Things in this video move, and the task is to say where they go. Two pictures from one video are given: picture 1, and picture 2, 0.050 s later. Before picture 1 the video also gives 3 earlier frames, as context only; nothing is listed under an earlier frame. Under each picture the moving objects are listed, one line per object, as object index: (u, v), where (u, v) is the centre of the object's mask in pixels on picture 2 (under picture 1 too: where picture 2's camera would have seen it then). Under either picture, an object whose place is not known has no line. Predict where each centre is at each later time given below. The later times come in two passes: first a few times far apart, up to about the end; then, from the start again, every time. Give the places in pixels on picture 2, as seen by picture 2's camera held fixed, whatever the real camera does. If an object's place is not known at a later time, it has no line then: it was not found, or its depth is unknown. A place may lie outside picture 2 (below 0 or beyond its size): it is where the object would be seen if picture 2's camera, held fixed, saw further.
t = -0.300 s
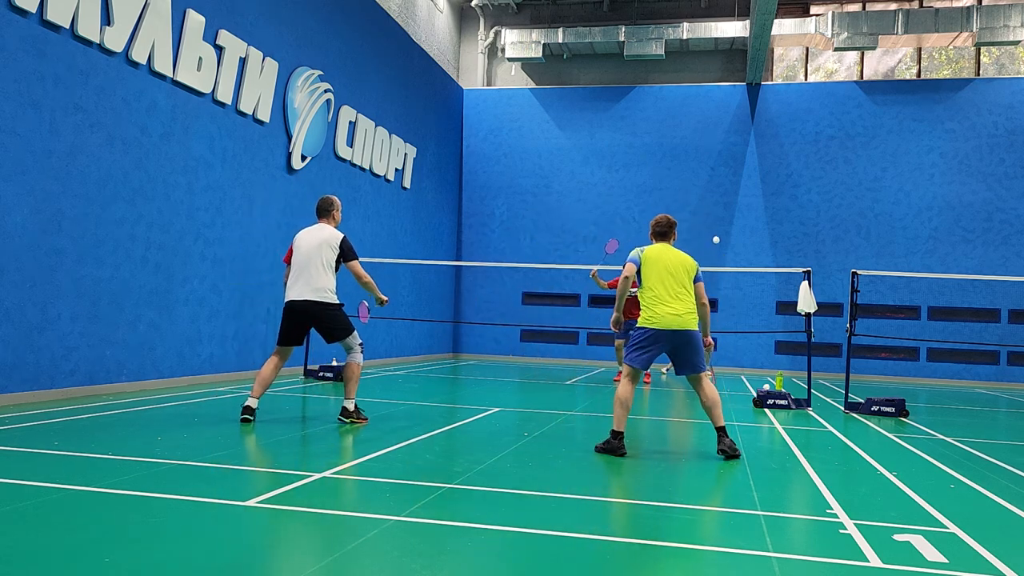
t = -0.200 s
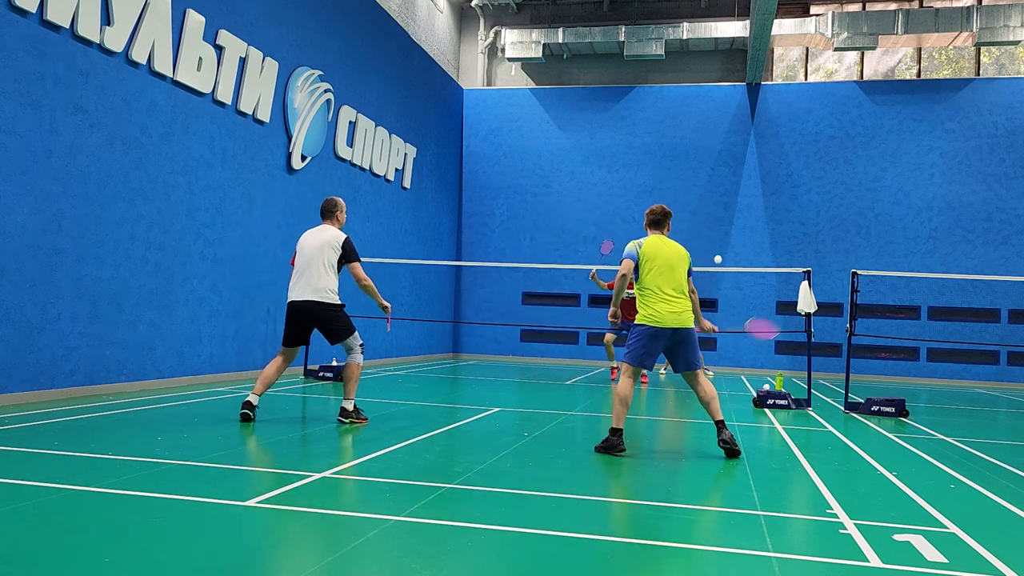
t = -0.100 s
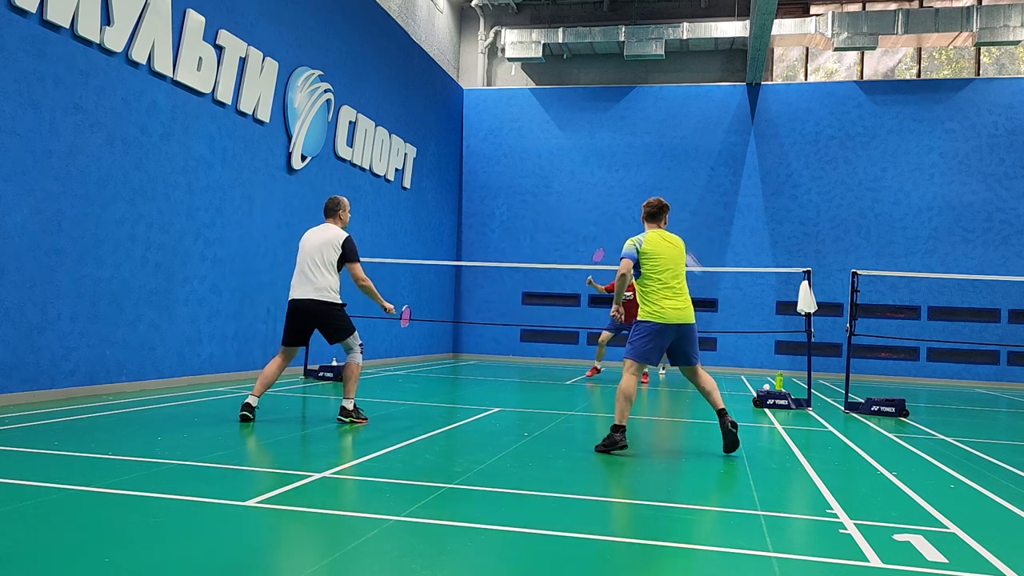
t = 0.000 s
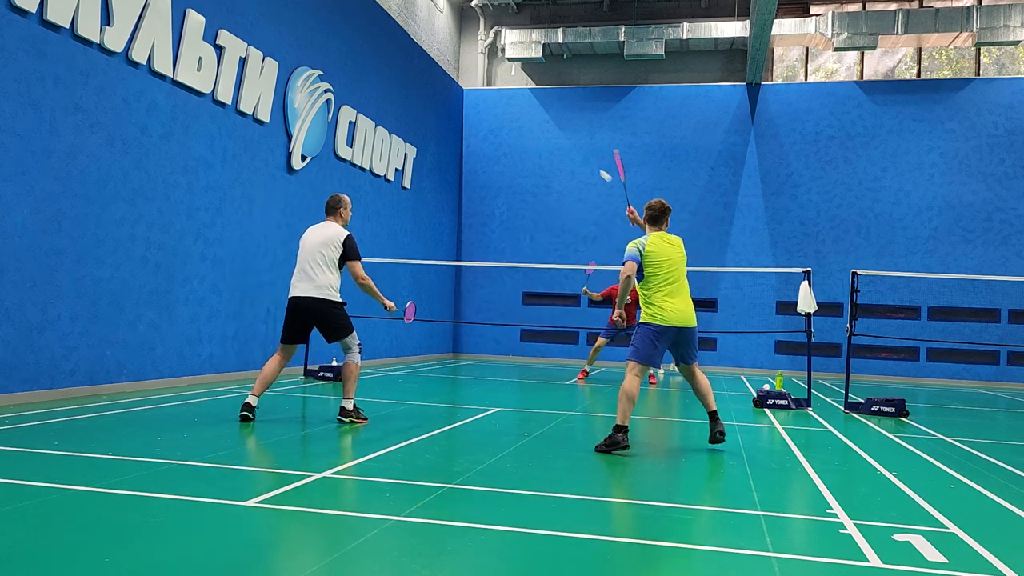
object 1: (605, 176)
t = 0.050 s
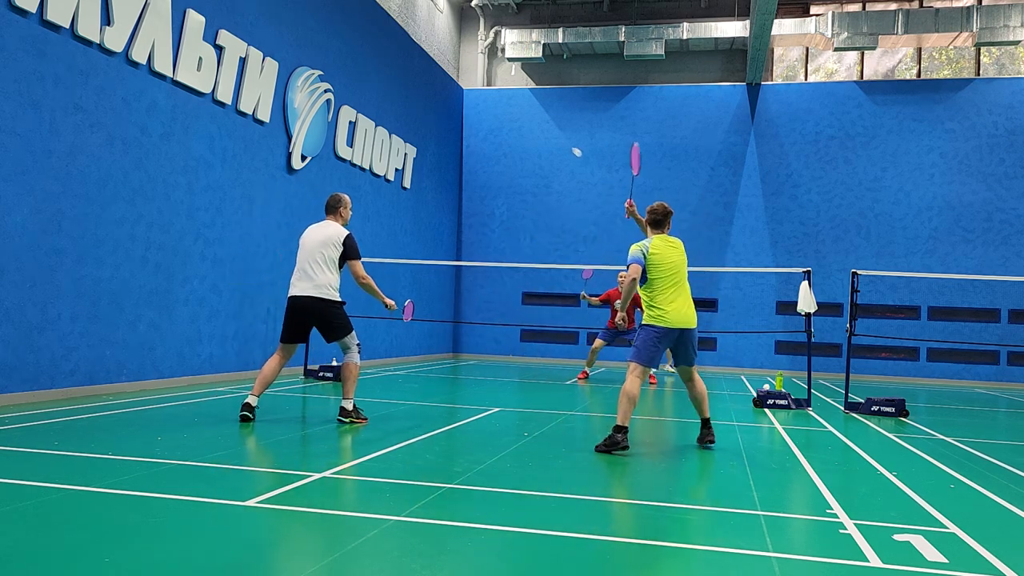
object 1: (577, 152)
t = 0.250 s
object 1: (509, 113)
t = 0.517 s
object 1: (463, 122)
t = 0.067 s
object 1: (569, 146)
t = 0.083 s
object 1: (562, 141)
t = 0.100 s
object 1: (555, 136)
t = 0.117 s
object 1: (548, 132)
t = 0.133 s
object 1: (542, 128)
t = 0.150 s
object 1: (537, 125)
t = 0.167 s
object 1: (532, 122)
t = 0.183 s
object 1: (527, 120)
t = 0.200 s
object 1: (522, 118)
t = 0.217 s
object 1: (518, 116)
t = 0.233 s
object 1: (513, 114)
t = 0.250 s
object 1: (509, 113)
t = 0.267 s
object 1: (505, 112)
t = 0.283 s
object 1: (502, 112)
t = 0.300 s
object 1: (498, 111)
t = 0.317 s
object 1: (494, 111)
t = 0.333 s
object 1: (491, 111)
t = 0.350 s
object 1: (488, 111)
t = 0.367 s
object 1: (485, 111)
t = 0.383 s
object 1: (482, 112)
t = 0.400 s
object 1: (480, 113)
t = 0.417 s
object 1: (477, 114)
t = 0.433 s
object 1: (474, 115)
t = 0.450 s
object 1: (472, 116)
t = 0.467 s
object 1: (470, 117)
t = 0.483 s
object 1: (467, 119)
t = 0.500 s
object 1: (465, 120)
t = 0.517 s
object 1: (463, 122)
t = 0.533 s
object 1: (460, 124)
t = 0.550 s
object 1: (458, 126)
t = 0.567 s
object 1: (457, 128)
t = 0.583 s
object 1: (454, 131)
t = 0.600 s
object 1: (453, 133)
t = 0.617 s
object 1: (451, 135)
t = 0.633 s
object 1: (449, 138)
